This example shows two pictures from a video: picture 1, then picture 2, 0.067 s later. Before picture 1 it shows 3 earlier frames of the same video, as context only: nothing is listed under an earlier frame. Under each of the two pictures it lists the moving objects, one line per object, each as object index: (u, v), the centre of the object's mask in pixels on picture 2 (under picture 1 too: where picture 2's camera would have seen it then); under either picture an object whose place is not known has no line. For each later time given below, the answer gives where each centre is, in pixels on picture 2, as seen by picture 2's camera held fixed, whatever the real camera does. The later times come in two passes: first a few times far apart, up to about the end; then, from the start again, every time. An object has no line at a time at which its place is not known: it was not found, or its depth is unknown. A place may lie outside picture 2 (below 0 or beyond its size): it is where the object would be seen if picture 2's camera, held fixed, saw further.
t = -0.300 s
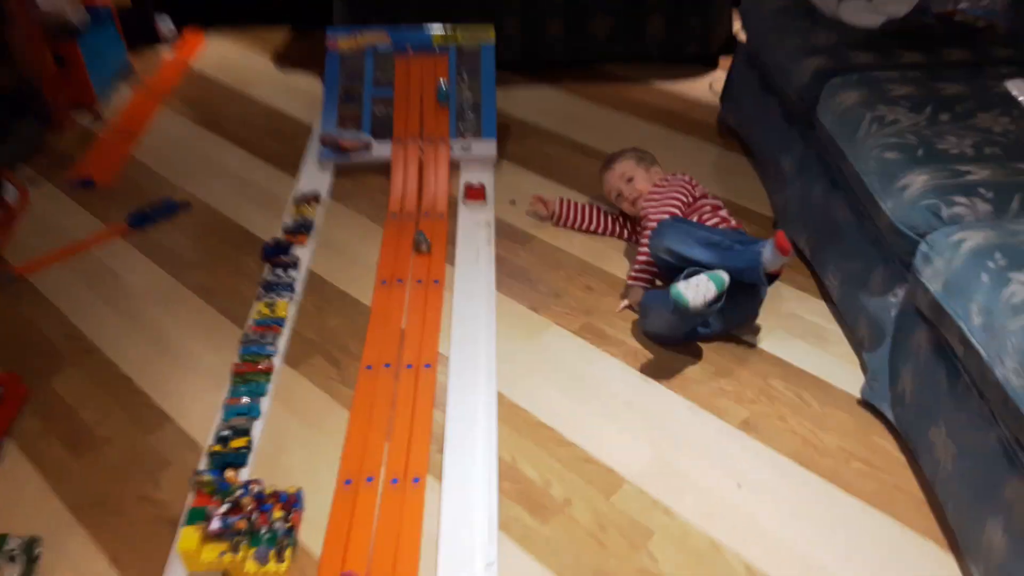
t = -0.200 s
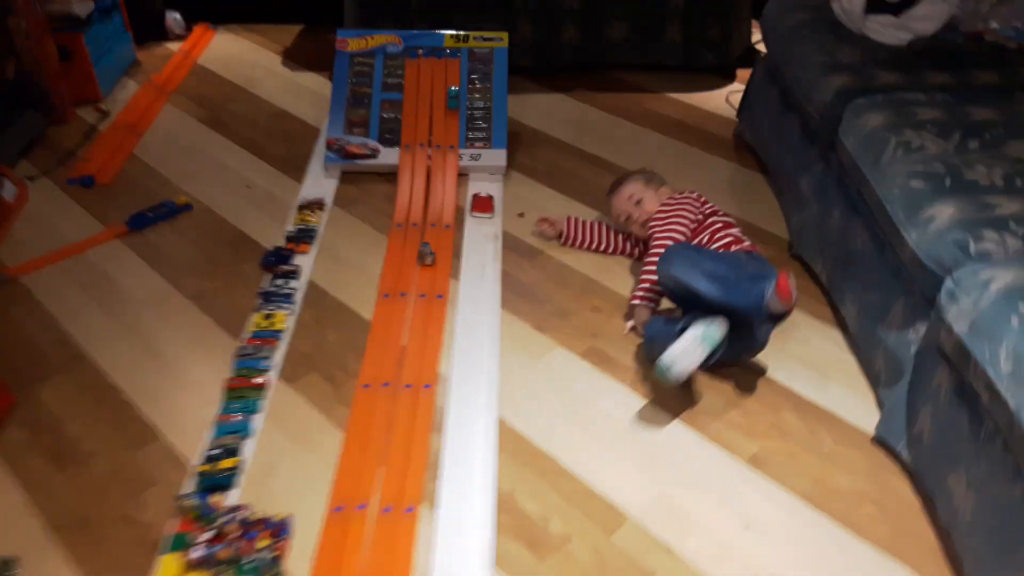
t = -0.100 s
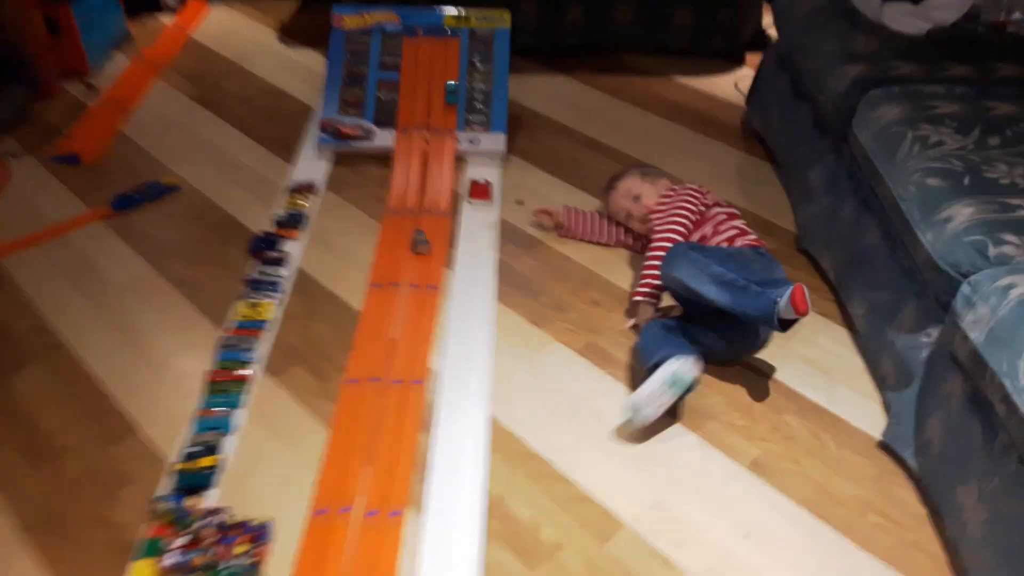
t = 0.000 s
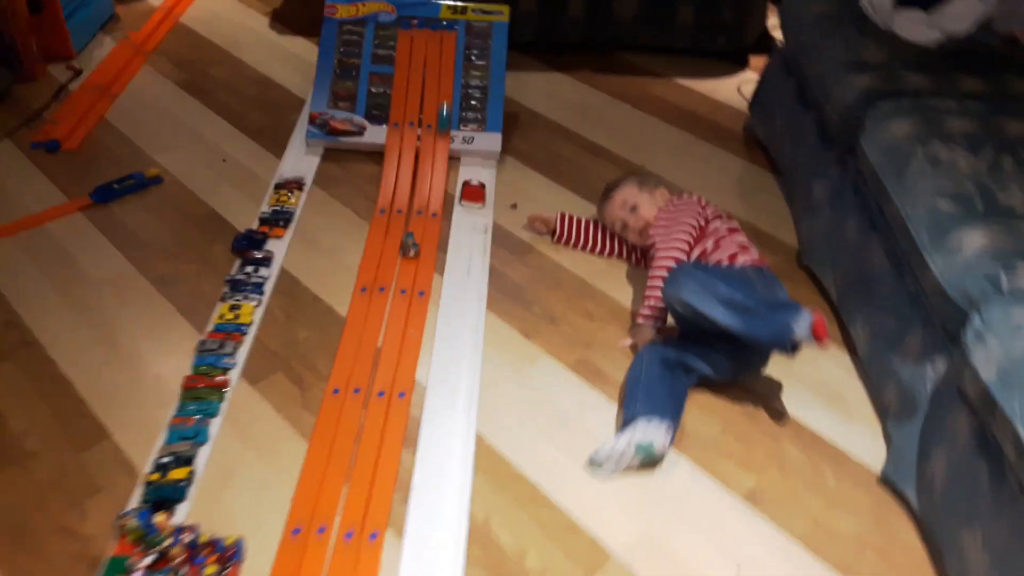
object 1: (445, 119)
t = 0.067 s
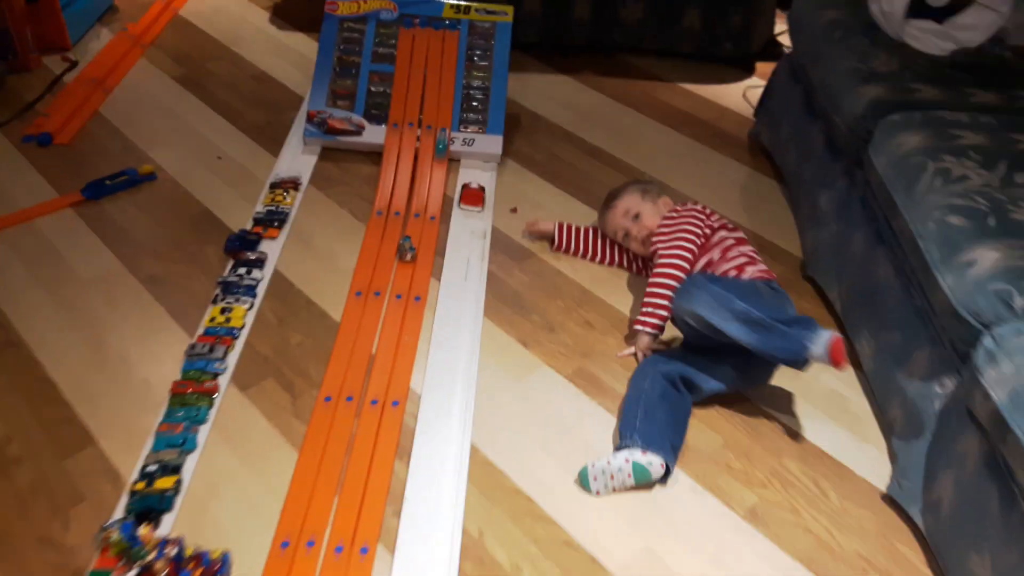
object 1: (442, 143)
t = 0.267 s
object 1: (430, 232)
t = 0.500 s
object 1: (408, 341)
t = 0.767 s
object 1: (373, 507)
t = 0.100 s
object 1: (440, 160)
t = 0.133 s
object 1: (438, 175)
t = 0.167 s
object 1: (435, 190)
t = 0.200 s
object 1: (433, 206)
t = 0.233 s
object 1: (431, 219)
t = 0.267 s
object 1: (430, 232)
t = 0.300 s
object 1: (427, 246)
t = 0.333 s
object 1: (425, 261)
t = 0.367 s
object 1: (422, 275)
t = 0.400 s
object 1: (418, 291)
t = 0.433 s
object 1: (415, 305)
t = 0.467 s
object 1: (412, 324)
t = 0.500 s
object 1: (408, 341)
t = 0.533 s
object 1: (405, 360)
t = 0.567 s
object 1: (401, 377)
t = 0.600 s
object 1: (397, 396)
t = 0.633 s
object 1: (393, 416)
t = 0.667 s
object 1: (389, 438)
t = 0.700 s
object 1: (384, 460)
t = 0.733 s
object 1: (379, 484)
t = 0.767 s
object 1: (373, 507)
